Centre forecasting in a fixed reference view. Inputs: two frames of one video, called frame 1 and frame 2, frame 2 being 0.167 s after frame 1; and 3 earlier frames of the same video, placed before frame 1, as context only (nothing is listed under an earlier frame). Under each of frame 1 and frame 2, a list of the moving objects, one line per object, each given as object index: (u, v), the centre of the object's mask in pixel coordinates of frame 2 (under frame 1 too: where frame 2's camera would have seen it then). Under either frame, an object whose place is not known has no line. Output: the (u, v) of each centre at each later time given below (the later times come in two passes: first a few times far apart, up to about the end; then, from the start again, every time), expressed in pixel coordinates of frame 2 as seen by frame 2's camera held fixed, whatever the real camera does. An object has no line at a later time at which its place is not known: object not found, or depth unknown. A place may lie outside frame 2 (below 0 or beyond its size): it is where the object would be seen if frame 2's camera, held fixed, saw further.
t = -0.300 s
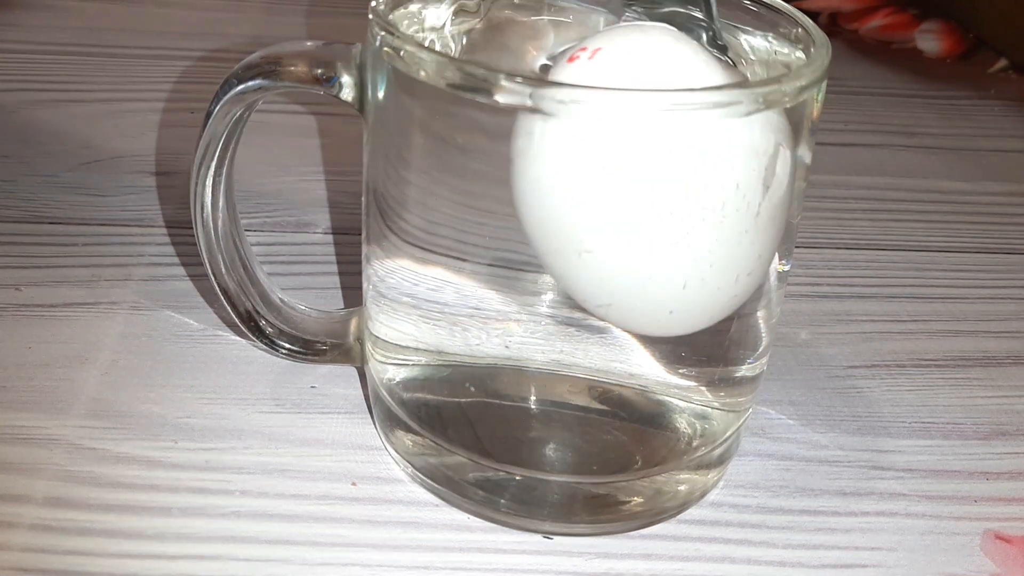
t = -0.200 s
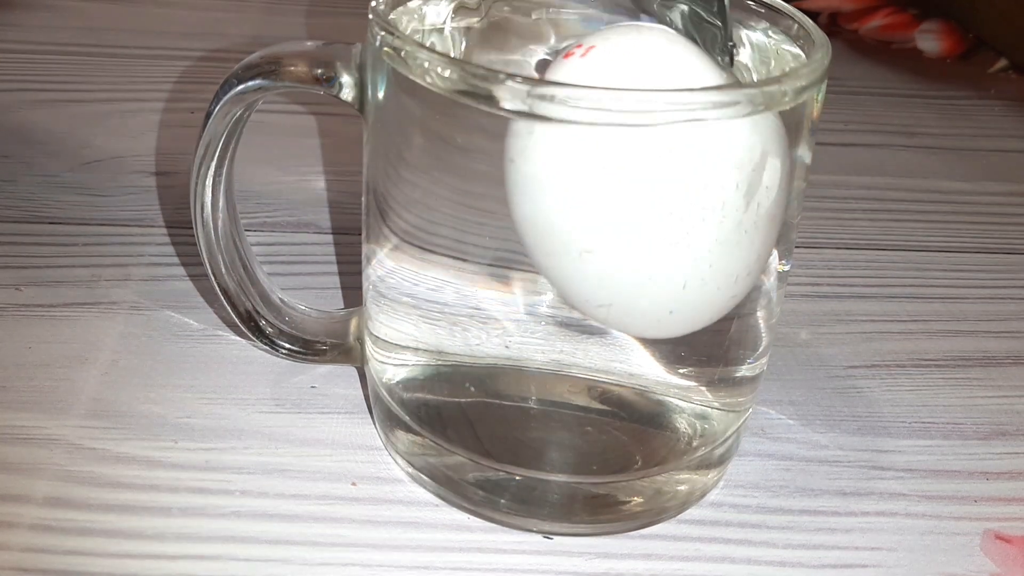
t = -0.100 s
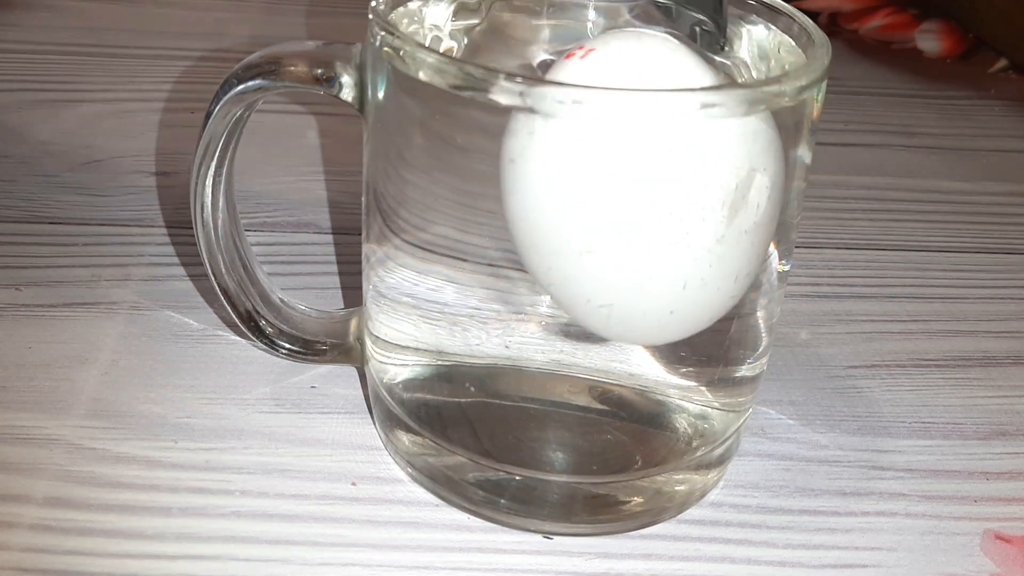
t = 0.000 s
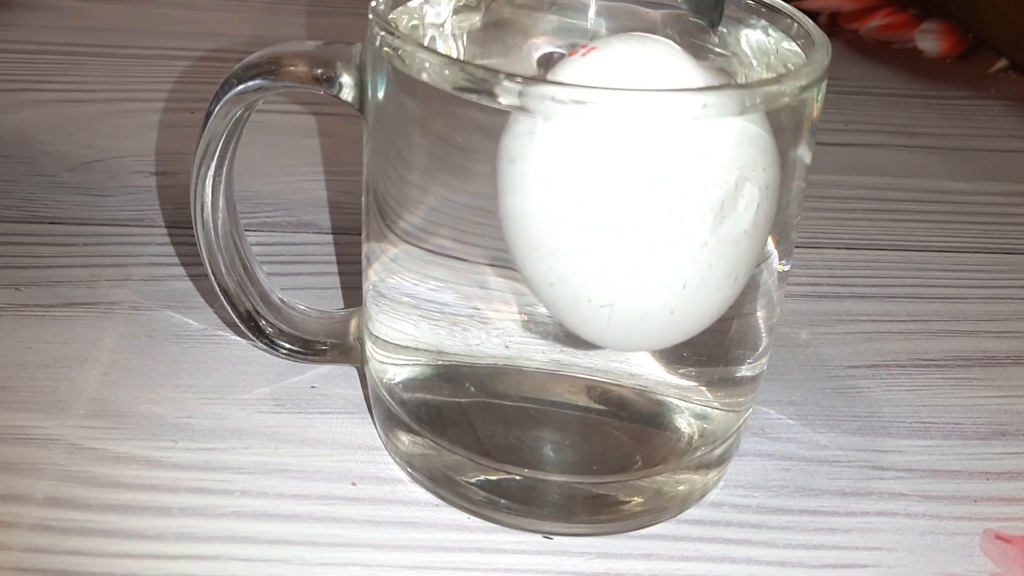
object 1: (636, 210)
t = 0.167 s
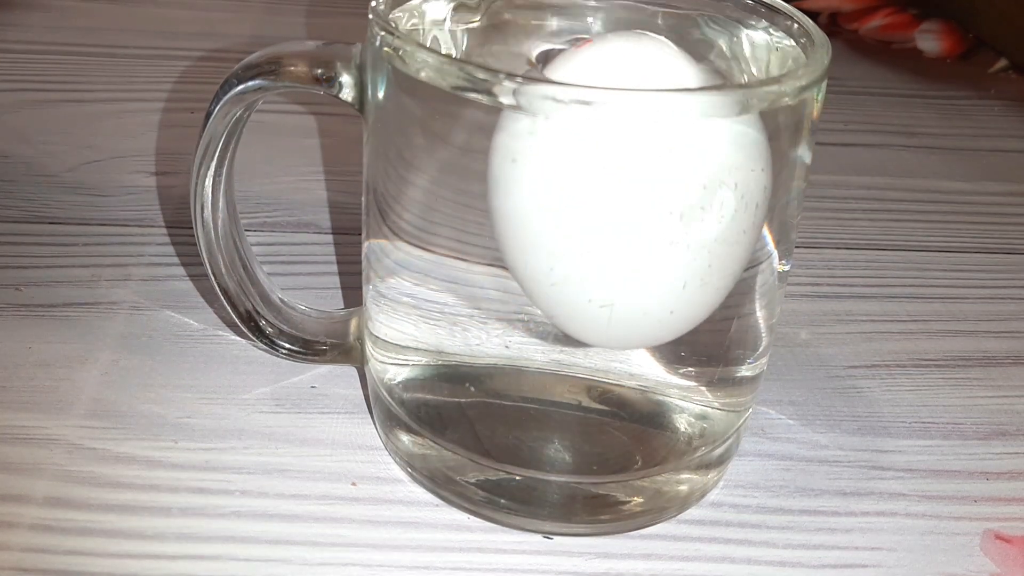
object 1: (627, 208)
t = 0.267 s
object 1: (621, 207)
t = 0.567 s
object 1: (607, 209)
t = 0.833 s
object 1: (595, 208)
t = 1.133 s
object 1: (584, 208)
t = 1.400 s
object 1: (575, 207)
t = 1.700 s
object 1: (567, 203)
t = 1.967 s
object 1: (565, 184)
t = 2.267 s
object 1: (558, 179)
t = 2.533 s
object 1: (554, 179)
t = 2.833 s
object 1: (547, 194)
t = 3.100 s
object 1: (544, 198)
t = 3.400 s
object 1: (542, 191)
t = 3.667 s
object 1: (540, 191)
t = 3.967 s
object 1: (539, 190)
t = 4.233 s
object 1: (538, 190)
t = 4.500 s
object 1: (539, 171)
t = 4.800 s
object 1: (536, 190)
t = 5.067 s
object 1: (536, 190)
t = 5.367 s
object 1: (535, 191)
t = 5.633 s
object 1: (535, 192)
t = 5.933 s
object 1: (534, 191)
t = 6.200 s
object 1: (533, 190)
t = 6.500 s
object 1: (532, 191)
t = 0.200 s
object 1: (625, 208)
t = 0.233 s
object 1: (622, 209)
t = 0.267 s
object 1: (621, 207)
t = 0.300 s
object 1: (620, 208)
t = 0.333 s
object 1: (617, 208)
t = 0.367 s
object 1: (617, 207)
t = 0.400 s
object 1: (616, 188)
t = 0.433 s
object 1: (613, 208)
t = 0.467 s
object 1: (612, 208)
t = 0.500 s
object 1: (611, 210)
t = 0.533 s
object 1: (608, 208)
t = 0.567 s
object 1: (607, 209)
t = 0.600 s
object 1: (605, 210)
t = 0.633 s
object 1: (603, 211)
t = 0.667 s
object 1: (602, 210)
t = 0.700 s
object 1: (600, 209)
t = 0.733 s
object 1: (598, 208)
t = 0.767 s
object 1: (597, 208)
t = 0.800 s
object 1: (596, 208)
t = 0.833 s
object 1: (595, 208)
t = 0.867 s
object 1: (594, 207)
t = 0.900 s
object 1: (593, 206)
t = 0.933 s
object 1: (593, 187)
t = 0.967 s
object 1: (590, 206)
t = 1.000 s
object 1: (588, 206)
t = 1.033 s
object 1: (588, 207)
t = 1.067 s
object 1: (586, 207)
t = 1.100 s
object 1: (585, 207)
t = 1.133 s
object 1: (584, 208)
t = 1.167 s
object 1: (582, 208)
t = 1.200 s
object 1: (581, 209)
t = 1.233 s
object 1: (580, 209)
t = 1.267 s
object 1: (579, 206)
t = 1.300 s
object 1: (578, 207)
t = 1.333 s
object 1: (577, 207)
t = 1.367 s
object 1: (576, 207)
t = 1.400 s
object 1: (575, 207)
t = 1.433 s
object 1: (574, 205)
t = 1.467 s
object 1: (573, 205)
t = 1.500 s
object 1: (571, 205)
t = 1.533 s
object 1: (571, 205)
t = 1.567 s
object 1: (570, 205)
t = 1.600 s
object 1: (570, 203)
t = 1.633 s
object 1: (568, 203)
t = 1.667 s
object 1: (567, 204)
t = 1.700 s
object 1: (567, 203)
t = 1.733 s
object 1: (566, 203)
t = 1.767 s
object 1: (565, 203)
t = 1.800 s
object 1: (565, 203)
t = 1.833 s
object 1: (563, 205)
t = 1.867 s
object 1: (562, 205)
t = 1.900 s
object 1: (566, 186)
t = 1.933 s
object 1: (561, 201)
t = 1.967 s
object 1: (565, 184)
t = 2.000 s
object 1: (560, 202)
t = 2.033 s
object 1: (559, 203)
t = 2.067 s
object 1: (558, 203)
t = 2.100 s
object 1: (558, 201)
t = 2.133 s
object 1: (557, 200)
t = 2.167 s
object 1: (556, 198)
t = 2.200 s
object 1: (555, 198)
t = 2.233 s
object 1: (555, 197)
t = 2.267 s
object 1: (558, 179)
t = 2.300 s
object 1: (558, 179)
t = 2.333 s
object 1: (557, 179)
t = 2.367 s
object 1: (557, 179)
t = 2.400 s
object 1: (556, 179)
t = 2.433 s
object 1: (556, 179)
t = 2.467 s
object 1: (551, 197)
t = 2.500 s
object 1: (554, 179)
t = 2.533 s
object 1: (554, 179)
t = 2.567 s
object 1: (553, 179)
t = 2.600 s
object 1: (553, 179)
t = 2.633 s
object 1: (552, 178)
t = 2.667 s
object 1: (552, 178)
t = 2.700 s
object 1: (552, 178)
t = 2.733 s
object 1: (552, 177)
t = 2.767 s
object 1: (551, 177)
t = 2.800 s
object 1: (547, 196)
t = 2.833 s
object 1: (547, 194)
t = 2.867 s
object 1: (547, 194)
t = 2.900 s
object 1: (545, 198)
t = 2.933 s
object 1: (545, 198)
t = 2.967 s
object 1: (545, 198)
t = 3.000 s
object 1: (545, 195)
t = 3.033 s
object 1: (545, 195)
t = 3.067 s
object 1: (544, 195)
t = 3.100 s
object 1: (544, 198)
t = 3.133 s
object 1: (544, 195)
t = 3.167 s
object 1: (543, 195)
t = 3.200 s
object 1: (543, 194)
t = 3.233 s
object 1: (543, 193)
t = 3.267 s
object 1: (543, 192)
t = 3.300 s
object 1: (542, 194)
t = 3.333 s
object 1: (543, 192)
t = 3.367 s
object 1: (542, 192)
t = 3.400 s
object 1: (542, 191)
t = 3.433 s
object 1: (541, 193)
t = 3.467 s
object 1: (541, 193)
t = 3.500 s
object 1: (541, 191)
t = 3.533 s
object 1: (541, 193)
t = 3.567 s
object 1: (541, 192)
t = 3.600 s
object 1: (541, 191)
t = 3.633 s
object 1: (540, 191)
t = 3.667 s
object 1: (540, 191)
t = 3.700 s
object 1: (540, 191)
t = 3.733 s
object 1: (540, 191)
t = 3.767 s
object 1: (540, 191)
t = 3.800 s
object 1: (540, 191)
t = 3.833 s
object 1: (539, 191)
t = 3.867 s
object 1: (539, 190)
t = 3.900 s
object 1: (539, 191)
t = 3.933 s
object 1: (539, 191)
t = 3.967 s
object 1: (539, 190)
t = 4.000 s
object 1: (539, 190)
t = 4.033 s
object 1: (539, 190)
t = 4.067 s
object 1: (538, 190)
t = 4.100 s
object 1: (538, 190)
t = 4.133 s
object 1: (538, 190)
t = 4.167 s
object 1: (538, 190)
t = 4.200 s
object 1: (538, 190)
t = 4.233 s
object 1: (538, 190)
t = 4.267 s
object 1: (537, 191)
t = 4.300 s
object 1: (537, 190)
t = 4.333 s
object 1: (538, 190)
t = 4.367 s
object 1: (537, 189)
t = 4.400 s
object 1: (537, 189)
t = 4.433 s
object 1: (537, 189)
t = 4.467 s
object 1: (539, 171)
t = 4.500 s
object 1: (539, 171)
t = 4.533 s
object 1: (539, 171)
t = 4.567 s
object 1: (537, 189)
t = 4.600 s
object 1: (537, 189)
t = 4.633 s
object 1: (537, 189)
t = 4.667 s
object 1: (537, 189)
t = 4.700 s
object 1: (536, 191)
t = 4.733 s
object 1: (537, 191)
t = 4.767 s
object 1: (536, 191)
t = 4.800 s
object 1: (536, 190)
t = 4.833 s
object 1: (538, 171)
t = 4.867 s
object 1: (536, 191)
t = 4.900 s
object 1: (536, 191)
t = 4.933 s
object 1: (536, 191)
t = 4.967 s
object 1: (536, 189)
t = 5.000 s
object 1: (536, 189)
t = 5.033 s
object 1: (536, 191)
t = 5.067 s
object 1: (536, 190)
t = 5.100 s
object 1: (536, 191)
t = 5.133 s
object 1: (536, 189)
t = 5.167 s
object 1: (536, 190)
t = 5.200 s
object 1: (536, 191)
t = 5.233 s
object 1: (536, 191)
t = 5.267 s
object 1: (536, 191)
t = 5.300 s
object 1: (536, 191)
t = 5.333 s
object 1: (535, 192)
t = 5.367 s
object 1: (535, 191)
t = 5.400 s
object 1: (535, 192)
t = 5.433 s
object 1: (535, 192)
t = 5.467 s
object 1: (535, 192)
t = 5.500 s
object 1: (535, 191)
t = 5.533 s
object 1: (535, 191)
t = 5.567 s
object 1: (535, 192)
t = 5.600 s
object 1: (535, 192)
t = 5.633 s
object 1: (535, 192)
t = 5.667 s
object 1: (535, 192)
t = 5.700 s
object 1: (535, 192)
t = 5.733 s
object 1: (535, 192)
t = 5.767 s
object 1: (534, 192)
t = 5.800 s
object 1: (534, 192)
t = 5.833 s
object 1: (534, 192)
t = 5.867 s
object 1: (534, 191)
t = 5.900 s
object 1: (534, 190)
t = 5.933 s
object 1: (534, 191)
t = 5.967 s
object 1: (534, 191)
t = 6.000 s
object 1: (534, 190)
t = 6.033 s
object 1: (534, 190)
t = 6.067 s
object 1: (534, 190)
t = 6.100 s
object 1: (534, 190)
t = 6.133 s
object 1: (534, 190)
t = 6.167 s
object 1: (533, 190)
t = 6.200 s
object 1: (533, 190)
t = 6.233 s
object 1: (533, 190)
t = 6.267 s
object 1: (533, 190)
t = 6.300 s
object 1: (533, 190)
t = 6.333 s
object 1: (533, 191)
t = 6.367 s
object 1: (533, 190)
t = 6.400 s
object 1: (532, 191)
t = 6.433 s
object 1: (532, 191)
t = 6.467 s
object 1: (532, 191)
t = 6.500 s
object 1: (532, 191)
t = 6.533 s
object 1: (532, 191)
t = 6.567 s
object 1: (532, 191)
